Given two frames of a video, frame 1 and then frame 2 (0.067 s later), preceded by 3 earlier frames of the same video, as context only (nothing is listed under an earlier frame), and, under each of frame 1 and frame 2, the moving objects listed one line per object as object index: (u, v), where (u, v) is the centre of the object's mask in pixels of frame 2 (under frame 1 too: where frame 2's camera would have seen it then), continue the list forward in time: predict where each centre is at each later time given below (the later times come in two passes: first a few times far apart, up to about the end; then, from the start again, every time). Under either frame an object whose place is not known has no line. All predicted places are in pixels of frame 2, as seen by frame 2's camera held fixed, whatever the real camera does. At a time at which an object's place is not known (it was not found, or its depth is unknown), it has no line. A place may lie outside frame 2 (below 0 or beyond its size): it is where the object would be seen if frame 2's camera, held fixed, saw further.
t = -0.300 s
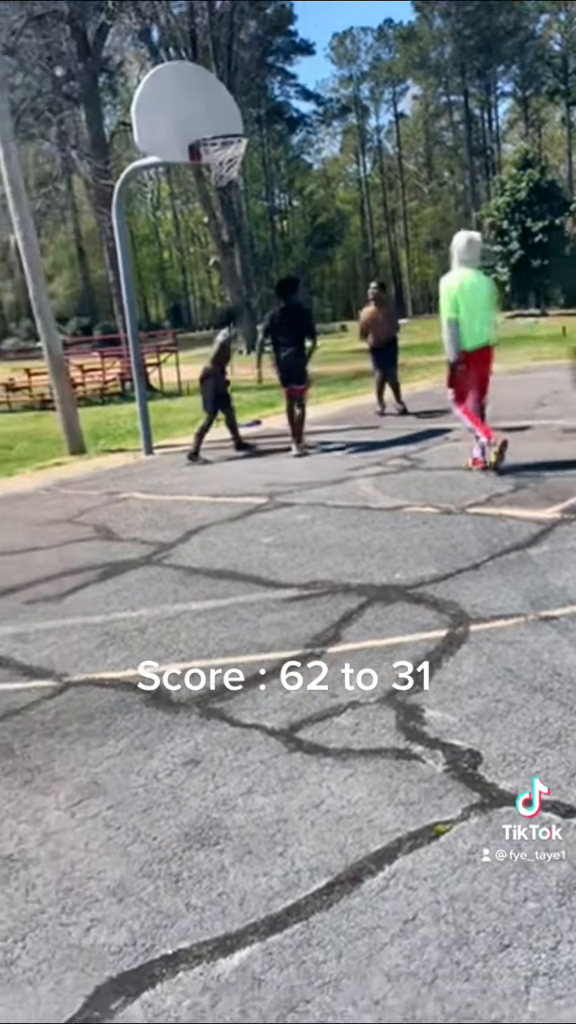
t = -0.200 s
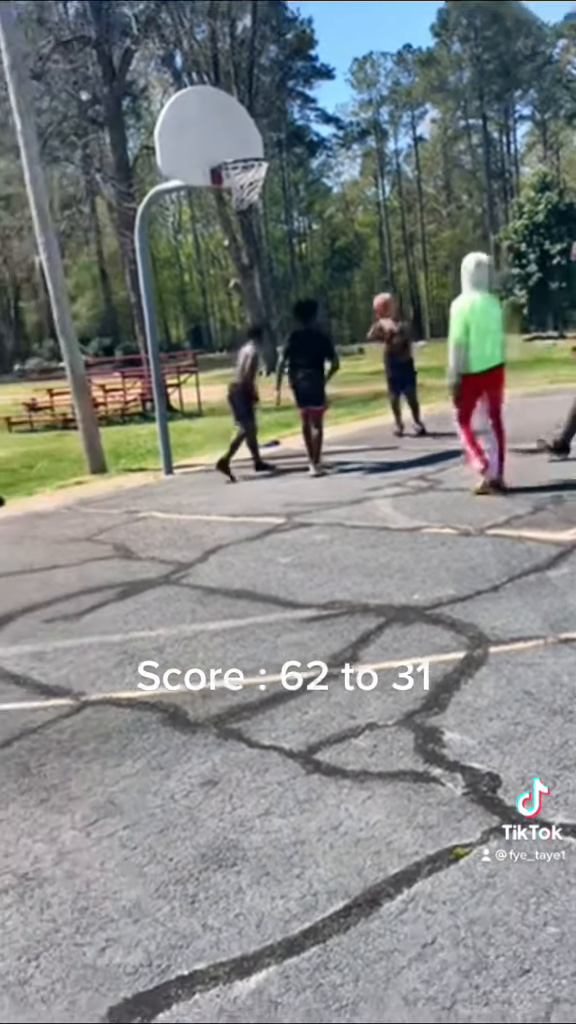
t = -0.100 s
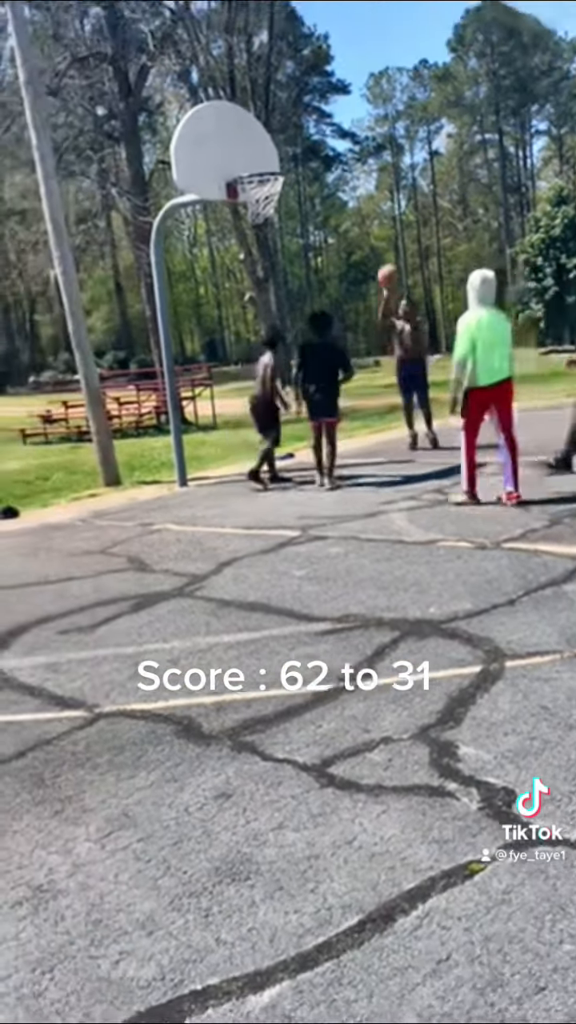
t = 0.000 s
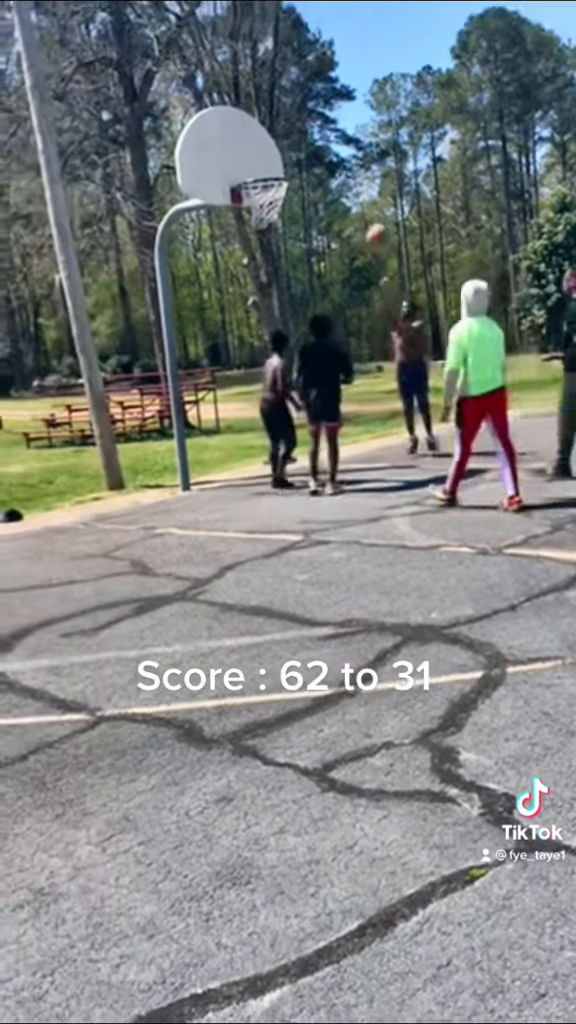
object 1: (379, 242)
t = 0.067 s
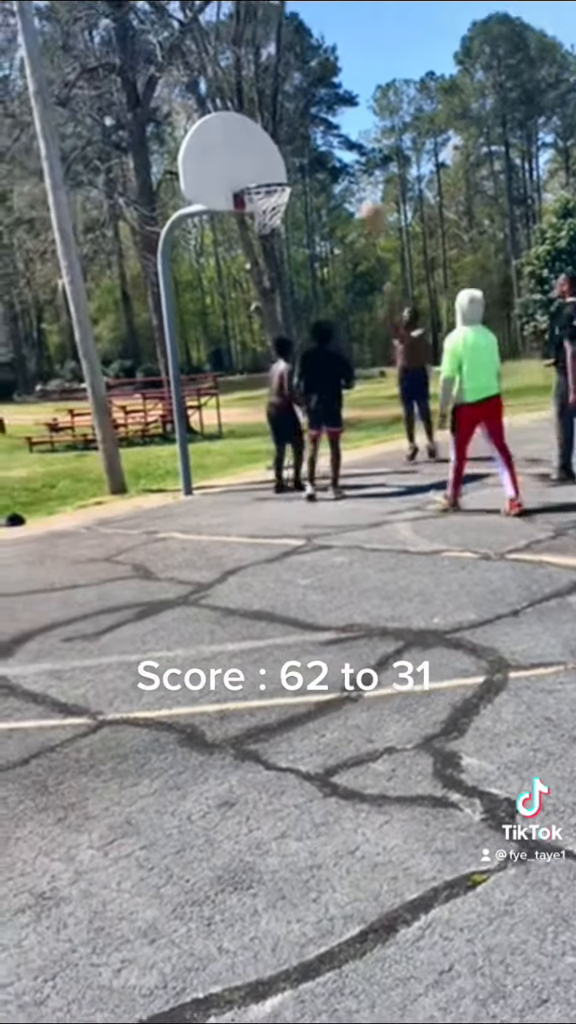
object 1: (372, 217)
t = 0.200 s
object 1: (348, 174)
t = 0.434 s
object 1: (320, 139)
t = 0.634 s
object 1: (298, 152)
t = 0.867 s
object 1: (302, 154)
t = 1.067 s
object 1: (329, 155)
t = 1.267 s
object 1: (360, 193)
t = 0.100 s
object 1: (367, 205)
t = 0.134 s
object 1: (361, 192)
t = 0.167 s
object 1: (356, 182)
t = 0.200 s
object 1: (348, 174)
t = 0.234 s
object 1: (346, 166)
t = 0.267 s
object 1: (343, 162)
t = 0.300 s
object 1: (339, 159)
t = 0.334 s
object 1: (334, 151)
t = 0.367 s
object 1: (329, 146)
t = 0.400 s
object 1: (326, 143)
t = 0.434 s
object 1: (320, 139)
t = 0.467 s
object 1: (315, 137)
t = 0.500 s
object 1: (313, 137)
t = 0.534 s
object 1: (309, 139)
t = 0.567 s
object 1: (302, 141)
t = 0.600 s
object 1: (300, 145)
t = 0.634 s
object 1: (298, 152)
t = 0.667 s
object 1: (292, 157)
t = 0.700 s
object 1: (288, 165)
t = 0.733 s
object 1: (289, 173)
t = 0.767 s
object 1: (289, 171)
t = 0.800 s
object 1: (294, 164)
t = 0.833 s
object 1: (298, 157)
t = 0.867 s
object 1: (302, 154)
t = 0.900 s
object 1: (304, 153)
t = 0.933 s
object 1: (307, 152)
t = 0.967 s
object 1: (315, 153)
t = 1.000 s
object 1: (320, 152)
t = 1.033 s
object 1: (324, 152)
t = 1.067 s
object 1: (329, 155)
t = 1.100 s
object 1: (335, 161)
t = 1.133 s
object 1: (338, 164)
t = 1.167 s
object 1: (343, 170)
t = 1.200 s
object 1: (348, 176)
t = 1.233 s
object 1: (354, 184)
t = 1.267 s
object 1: (360, 193)
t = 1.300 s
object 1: (363, 202)
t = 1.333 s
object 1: (368, 220)
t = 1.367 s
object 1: (372, 226)
